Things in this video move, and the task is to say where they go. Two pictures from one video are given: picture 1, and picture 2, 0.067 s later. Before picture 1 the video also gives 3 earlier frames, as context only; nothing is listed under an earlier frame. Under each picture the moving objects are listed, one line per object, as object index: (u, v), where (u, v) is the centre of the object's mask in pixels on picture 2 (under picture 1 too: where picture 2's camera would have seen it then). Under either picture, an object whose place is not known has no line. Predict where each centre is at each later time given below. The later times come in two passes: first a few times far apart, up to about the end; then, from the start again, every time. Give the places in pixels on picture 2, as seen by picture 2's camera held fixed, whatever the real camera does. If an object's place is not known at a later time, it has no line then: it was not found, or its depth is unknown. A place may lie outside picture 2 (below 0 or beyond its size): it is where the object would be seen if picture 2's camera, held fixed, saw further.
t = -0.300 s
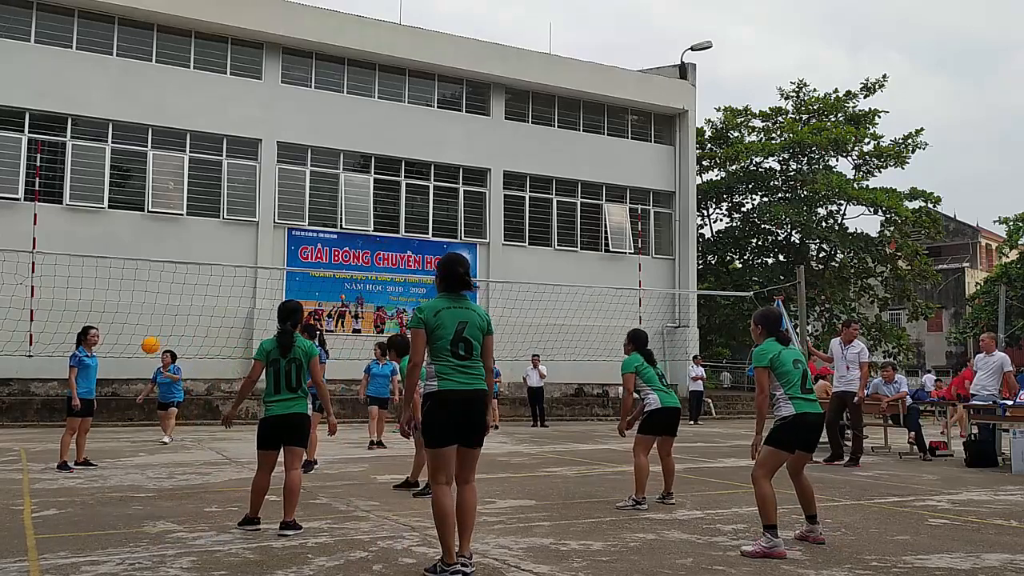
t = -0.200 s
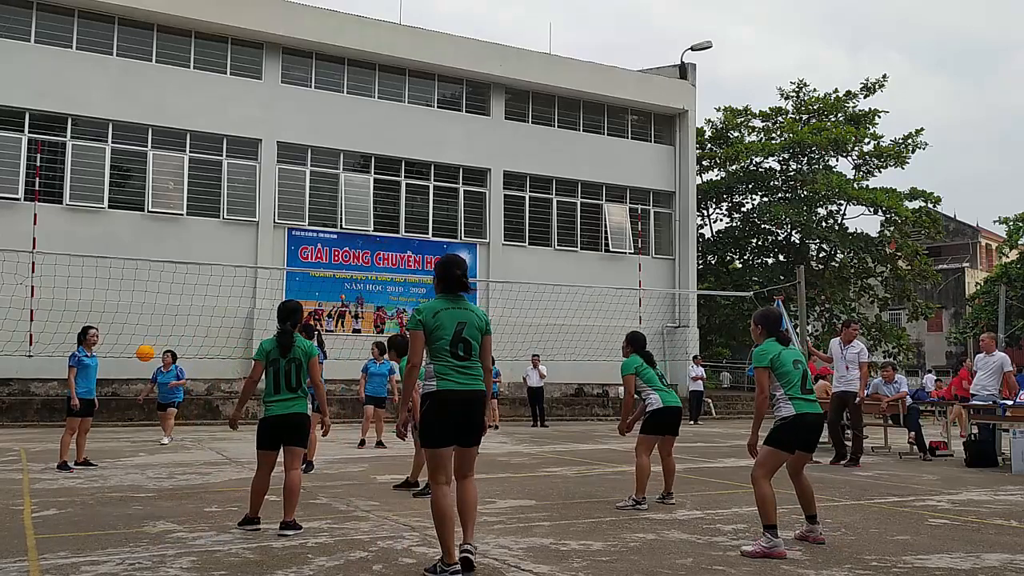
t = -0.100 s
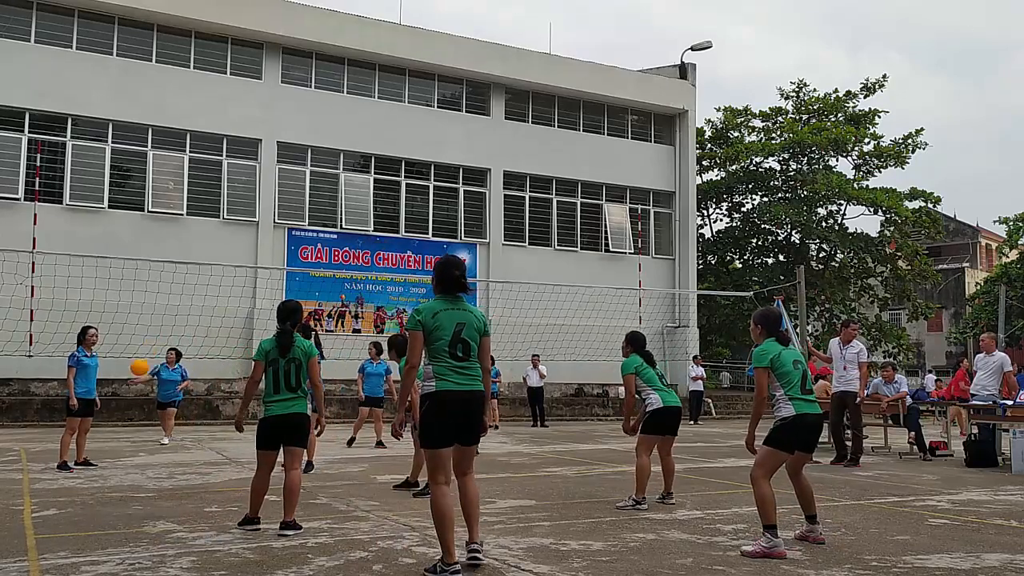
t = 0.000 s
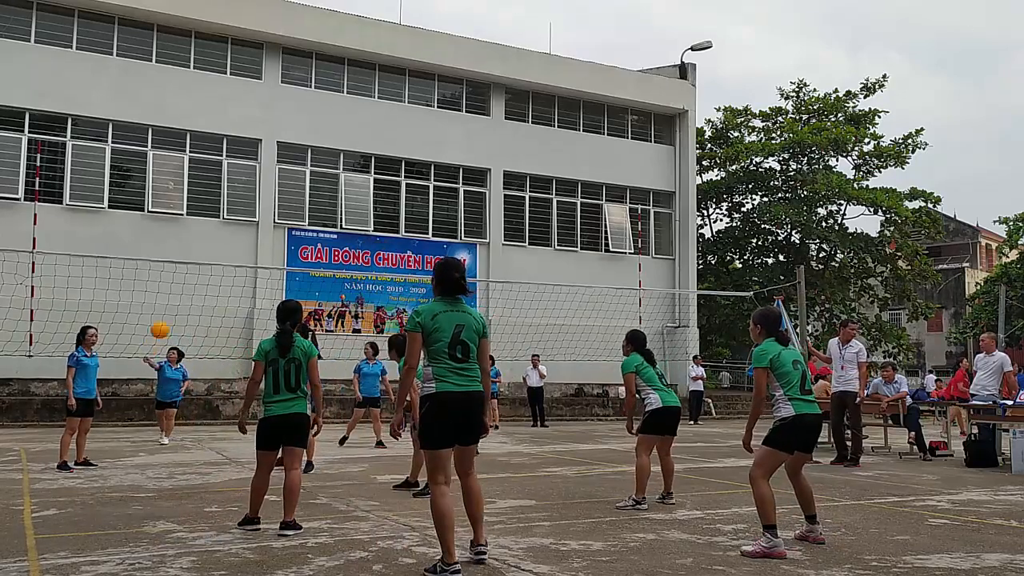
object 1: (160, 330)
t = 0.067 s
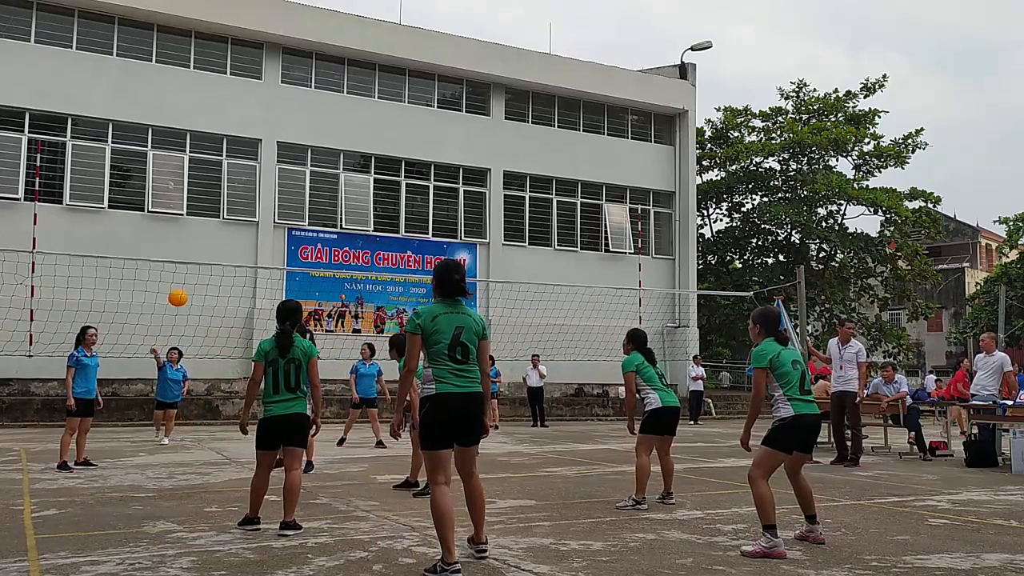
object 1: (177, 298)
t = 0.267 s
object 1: (230, 217)
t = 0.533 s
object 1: (305, 151)
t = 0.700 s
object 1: (356, 136)
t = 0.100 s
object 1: (187, 282)
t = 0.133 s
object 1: (195, 269)
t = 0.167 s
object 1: (203, 254)
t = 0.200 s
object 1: (212, 241)
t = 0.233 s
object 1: (221, 229)
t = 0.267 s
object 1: (230, 217)
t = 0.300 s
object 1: (239, 206)
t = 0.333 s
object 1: (248, 196)
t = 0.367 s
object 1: (258, 186)
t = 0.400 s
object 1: (267, 177)
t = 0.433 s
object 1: (277, 170)
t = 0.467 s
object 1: (286, 163)
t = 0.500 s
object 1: (296, 156)
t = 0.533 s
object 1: (305, 151)
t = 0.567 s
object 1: (315, 146)
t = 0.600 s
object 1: (325, 142)
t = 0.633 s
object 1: (335, 139)
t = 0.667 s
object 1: (345, 137)
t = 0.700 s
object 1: (356, 136)
